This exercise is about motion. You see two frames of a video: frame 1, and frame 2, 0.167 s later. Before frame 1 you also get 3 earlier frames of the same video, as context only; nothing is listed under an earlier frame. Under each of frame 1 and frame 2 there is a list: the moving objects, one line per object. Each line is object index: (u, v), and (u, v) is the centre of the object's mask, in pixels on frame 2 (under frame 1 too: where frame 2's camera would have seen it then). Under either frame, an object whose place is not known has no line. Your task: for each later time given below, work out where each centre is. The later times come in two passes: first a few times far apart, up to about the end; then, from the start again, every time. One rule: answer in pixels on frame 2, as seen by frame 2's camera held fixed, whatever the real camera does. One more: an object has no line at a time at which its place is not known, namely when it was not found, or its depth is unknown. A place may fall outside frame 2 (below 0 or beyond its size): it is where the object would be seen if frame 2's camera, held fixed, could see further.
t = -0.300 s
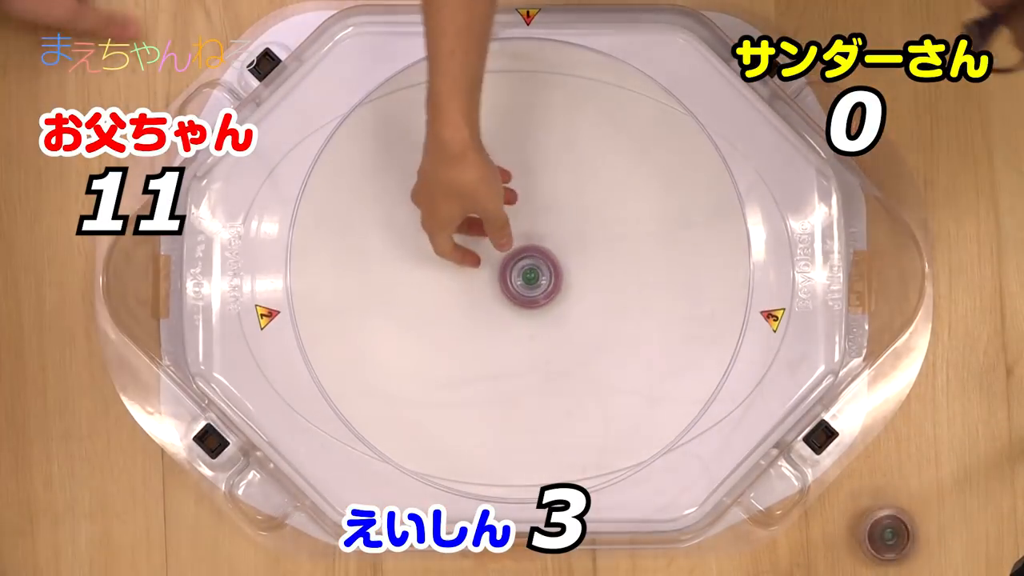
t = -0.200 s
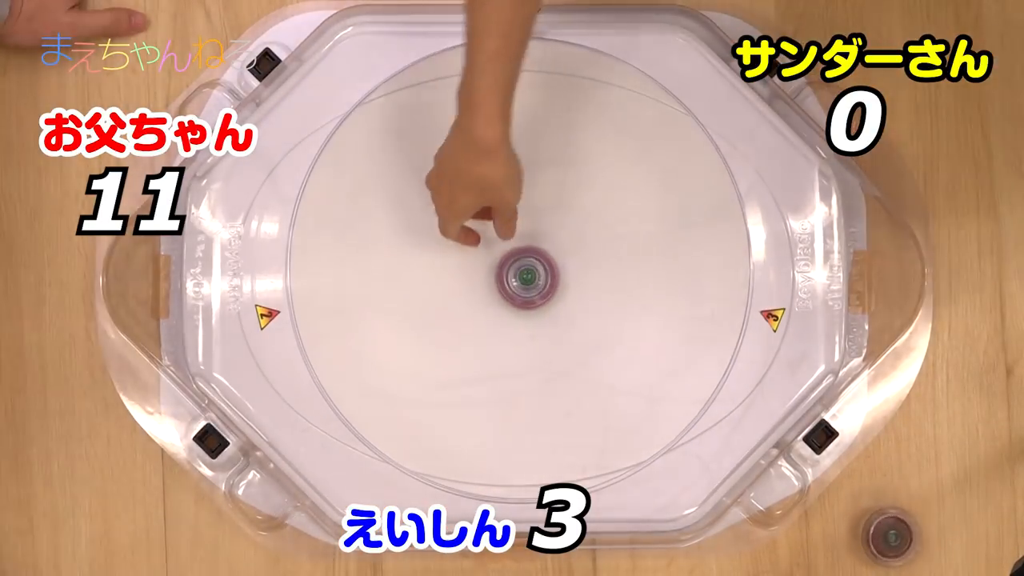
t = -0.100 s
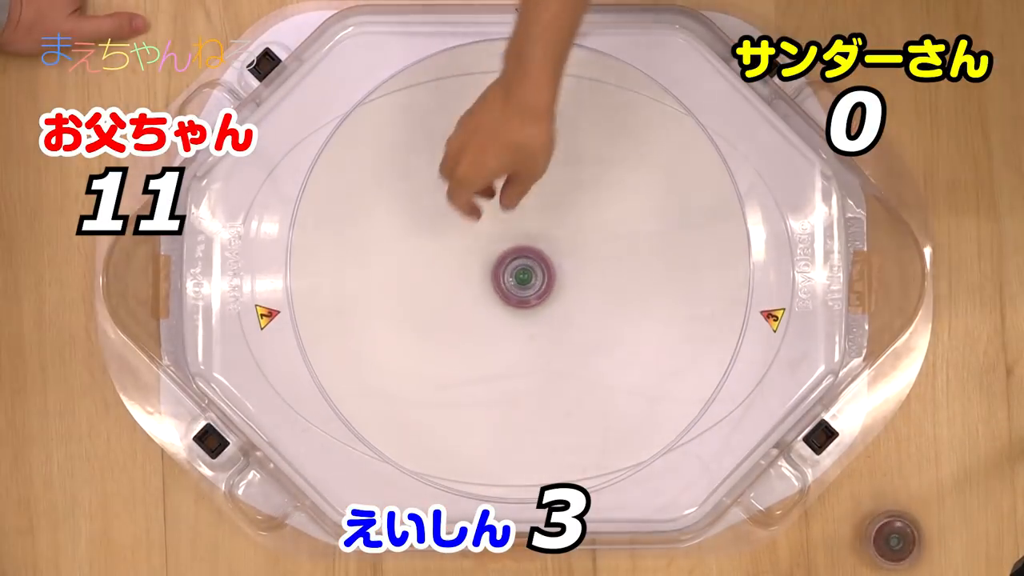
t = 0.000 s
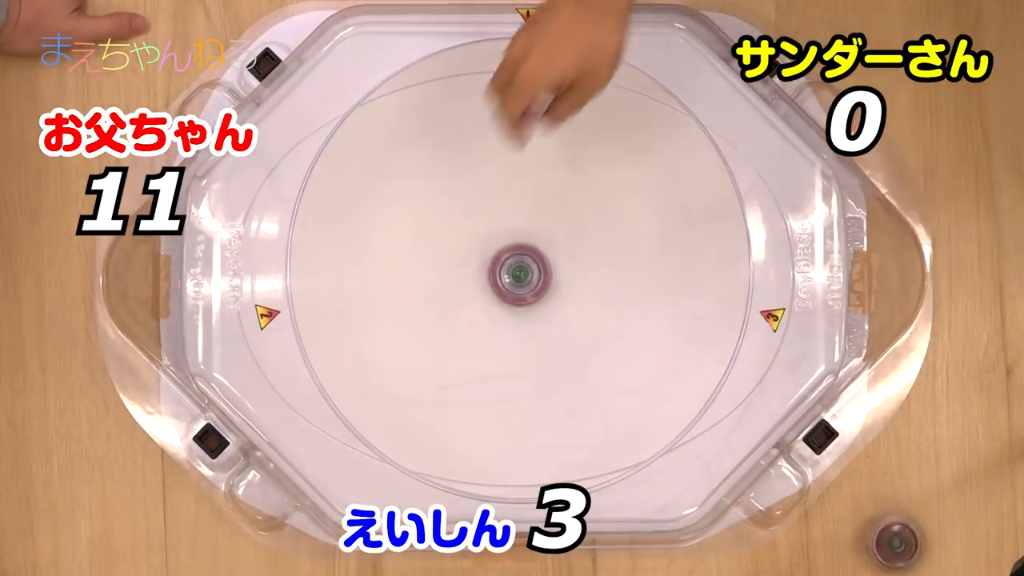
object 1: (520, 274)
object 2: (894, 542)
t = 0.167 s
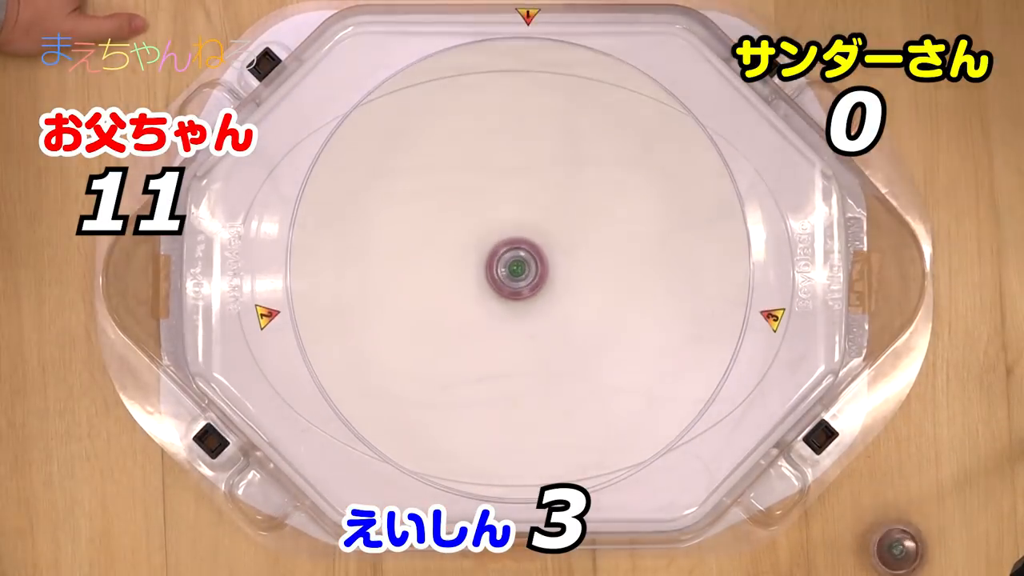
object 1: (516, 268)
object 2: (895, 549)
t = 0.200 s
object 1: (516, 266)
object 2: (896, 549)
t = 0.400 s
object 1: (517, 257)
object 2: (891, 553)
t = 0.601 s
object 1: (523, 251)
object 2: (886, 554)
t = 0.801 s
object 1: (530, 249)
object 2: (880, 553)
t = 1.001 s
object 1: (536, 253)
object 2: (878, 550)
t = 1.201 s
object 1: (539, 260)
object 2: (881, 547)
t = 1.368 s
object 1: (539, 266)
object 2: (886, 547)
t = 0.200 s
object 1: (516, 266)
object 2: (896, 549)
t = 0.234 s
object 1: (516, 264)
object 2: (895, 550)
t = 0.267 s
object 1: (516, 263)
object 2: (894, 551)
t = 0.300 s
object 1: (516, 262)
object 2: (895, 552)
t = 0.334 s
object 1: (516, 260)
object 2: (895, 551)
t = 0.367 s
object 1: (517, 258)
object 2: (892, 552)
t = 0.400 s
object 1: (517, 257)
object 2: (891, 553)
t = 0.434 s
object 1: (518, 256)
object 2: (892, 554)
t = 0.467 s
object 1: (519, 255)
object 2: (891, 553)
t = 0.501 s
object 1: (519, 253)
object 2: (889, 553)
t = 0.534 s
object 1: (520, 252)
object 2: (887, 554)
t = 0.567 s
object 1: (521, 252)
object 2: (887, 554)
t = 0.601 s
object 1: (523, 251)
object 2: (886, 554)
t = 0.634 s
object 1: (524, 250)
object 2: (885, 553)
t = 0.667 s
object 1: (525, 250)
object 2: (883, 554)
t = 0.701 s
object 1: (526, 250)
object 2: (882, 555)
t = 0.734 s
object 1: (527, 249)
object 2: (882, 554)
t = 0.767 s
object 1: (528, 249)
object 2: (881, 553)
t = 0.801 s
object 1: (530, 249)
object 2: (880, 553)
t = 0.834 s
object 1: (531, 250)
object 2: (880, 553)
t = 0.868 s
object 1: (533, 250)
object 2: (880, 552)
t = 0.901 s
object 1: (533, 250)
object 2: (880, 550)
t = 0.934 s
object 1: (534, 251)
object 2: (878, 550)
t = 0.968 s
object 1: (536, 252)
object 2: (877, 550)
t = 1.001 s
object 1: (536, 253)
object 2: (878, 550)
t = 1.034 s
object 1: (537, 254)
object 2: (879, 549)
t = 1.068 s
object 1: (538, 255)
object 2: (877, 549)
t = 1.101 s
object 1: (539, 256)
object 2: (877, 550)
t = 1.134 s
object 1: (539, 257)
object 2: (879, 549)
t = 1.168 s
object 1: (539, 259)
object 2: (881, 548)
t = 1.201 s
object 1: (539, 260)
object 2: (881, 547)
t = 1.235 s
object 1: (540, 261)
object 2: (881, 547)
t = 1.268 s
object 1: (539, 262)
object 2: (883, 547)
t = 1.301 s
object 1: (539, 264)
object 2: (885, 545)
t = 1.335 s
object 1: (539, 265)
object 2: (886, 546)
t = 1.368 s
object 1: (539, 266)
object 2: (886, 547)
